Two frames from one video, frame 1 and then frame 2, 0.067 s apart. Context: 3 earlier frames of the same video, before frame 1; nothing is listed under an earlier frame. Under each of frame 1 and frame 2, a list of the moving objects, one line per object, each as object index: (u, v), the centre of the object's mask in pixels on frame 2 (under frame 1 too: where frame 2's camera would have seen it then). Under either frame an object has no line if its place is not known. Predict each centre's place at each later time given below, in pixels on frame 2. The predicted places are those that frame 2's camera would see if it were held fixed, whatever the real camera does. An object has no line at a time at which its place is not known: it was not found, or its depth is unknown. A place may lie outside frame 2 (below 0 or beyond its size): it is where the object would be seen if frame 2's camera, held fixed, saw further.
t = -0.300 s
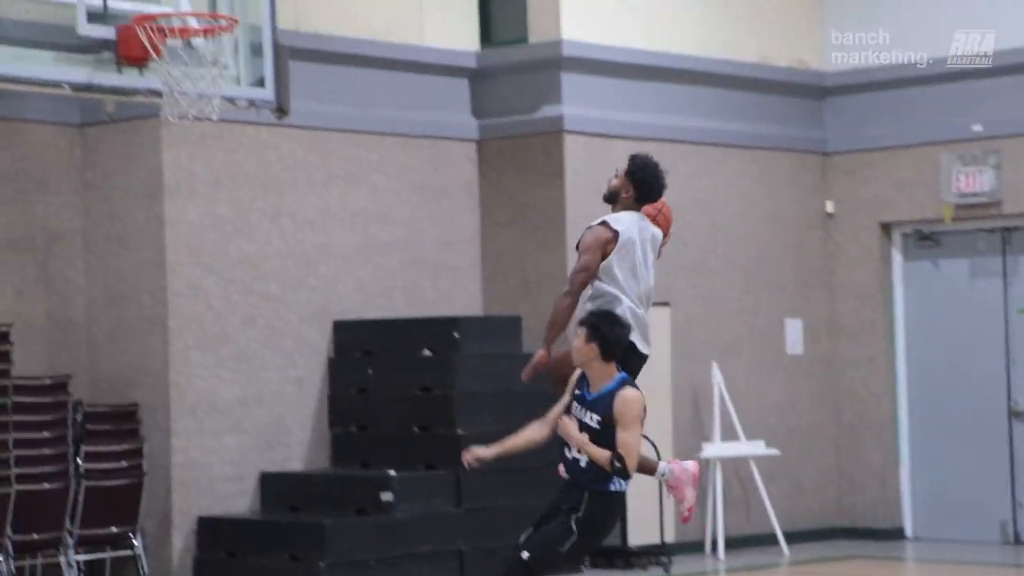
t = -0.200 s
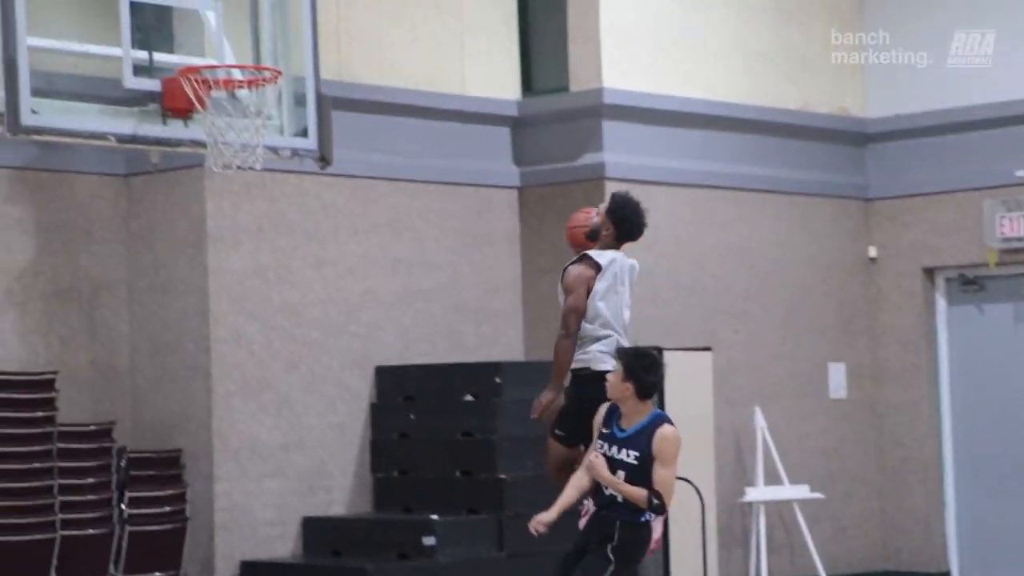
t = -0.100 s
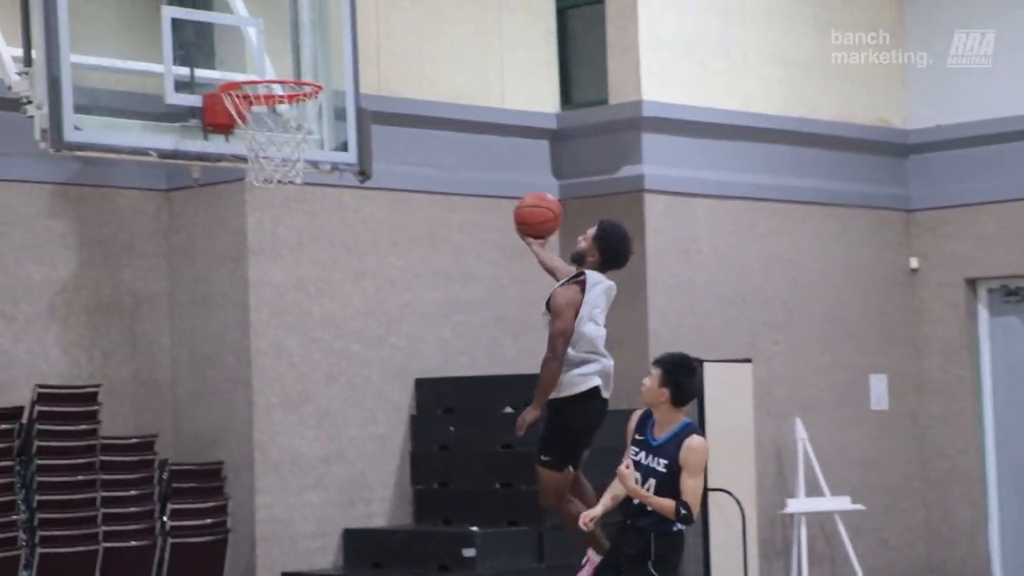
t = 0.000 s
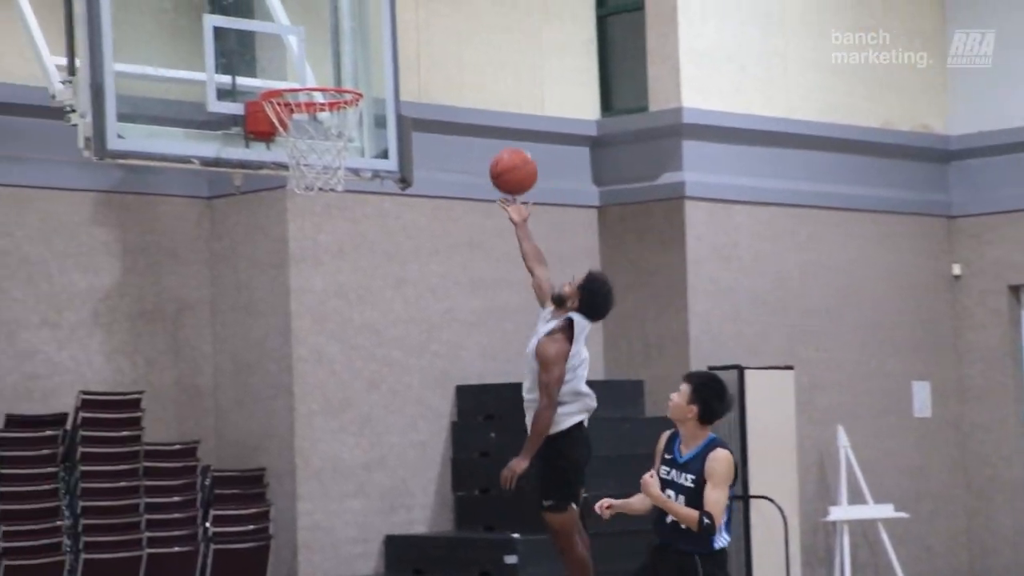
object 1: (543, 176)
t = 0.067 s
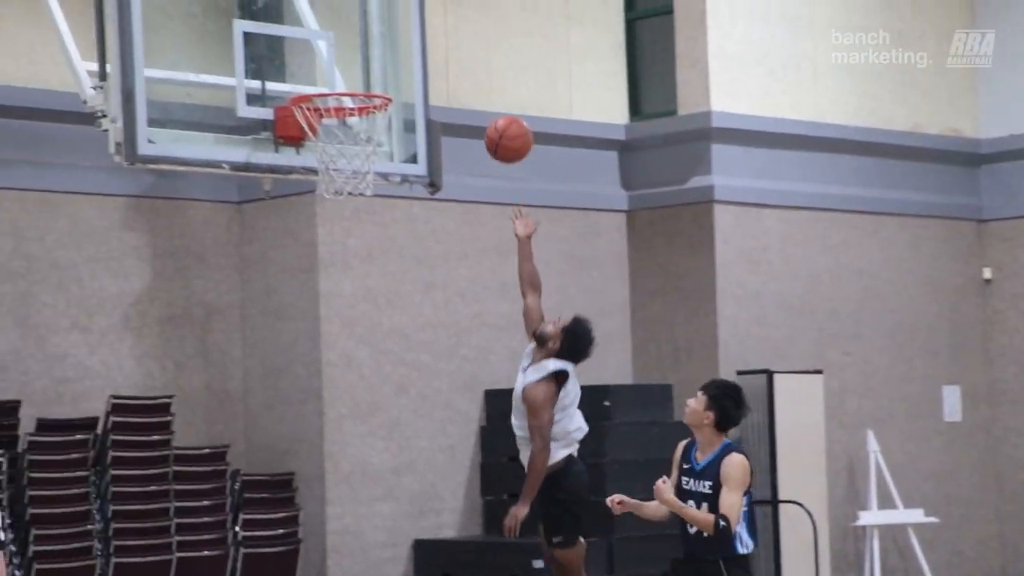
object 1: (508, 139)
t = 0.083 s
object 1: (500, 132)
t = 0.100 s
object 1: (492, 124)
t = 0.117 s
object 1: (483, 117)
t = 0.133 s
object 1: (475, 111)
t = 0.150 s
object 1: (466, 105)
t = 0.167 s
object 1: (458, 99)
